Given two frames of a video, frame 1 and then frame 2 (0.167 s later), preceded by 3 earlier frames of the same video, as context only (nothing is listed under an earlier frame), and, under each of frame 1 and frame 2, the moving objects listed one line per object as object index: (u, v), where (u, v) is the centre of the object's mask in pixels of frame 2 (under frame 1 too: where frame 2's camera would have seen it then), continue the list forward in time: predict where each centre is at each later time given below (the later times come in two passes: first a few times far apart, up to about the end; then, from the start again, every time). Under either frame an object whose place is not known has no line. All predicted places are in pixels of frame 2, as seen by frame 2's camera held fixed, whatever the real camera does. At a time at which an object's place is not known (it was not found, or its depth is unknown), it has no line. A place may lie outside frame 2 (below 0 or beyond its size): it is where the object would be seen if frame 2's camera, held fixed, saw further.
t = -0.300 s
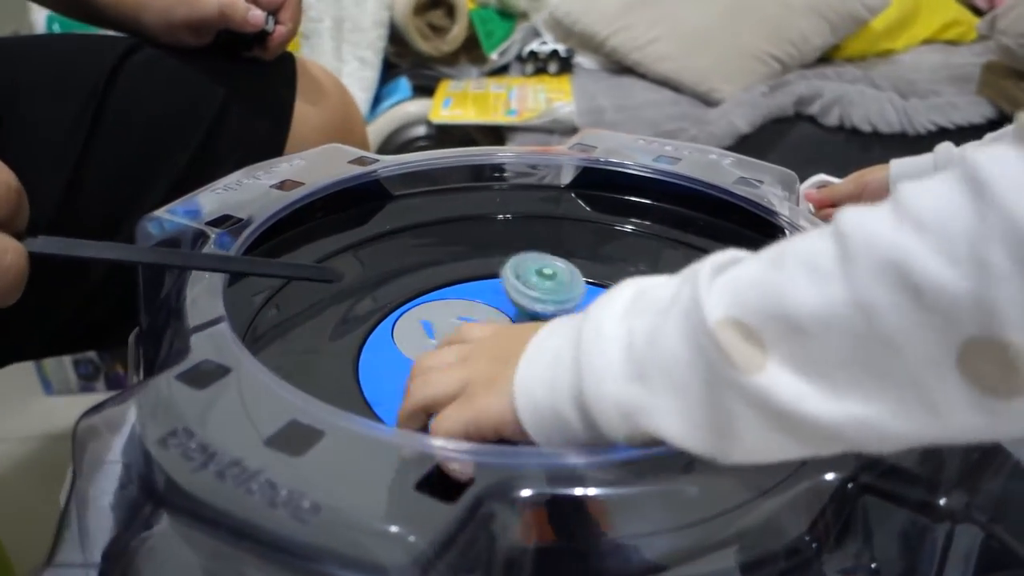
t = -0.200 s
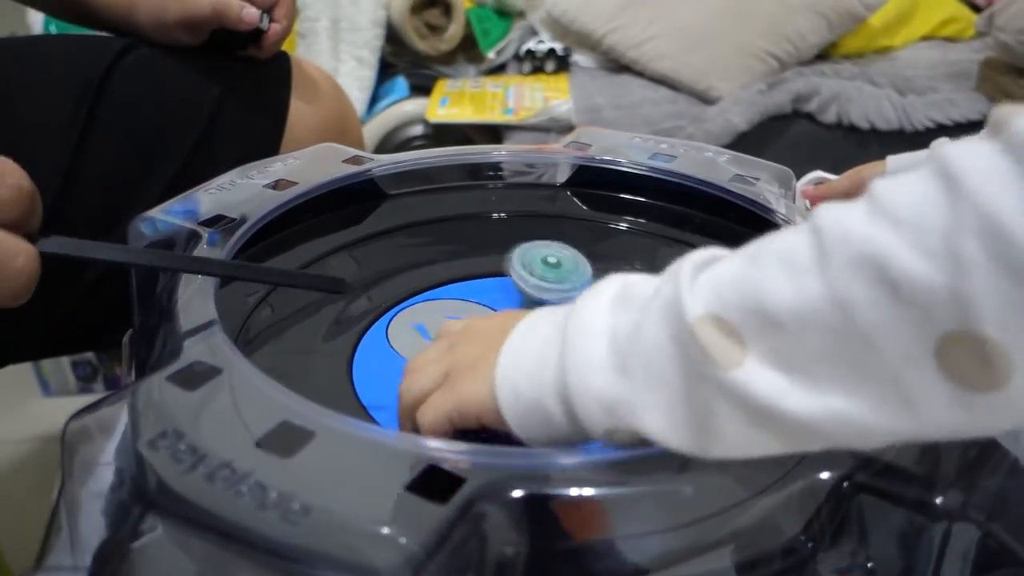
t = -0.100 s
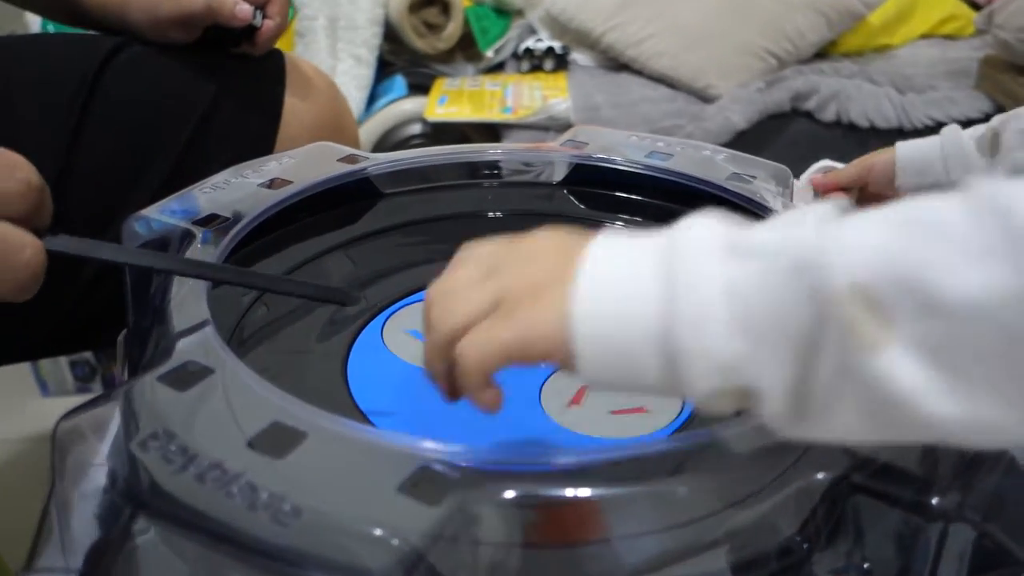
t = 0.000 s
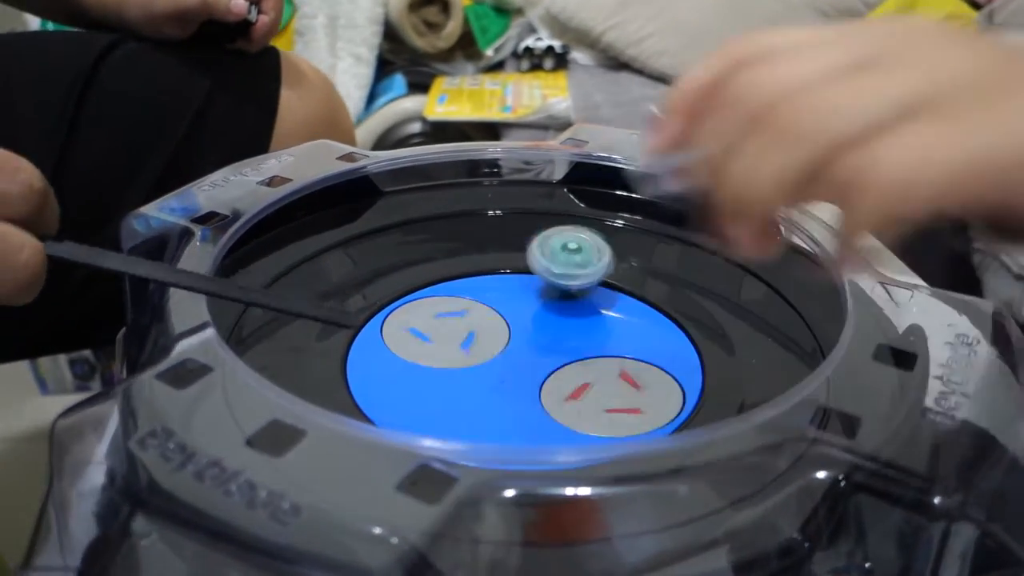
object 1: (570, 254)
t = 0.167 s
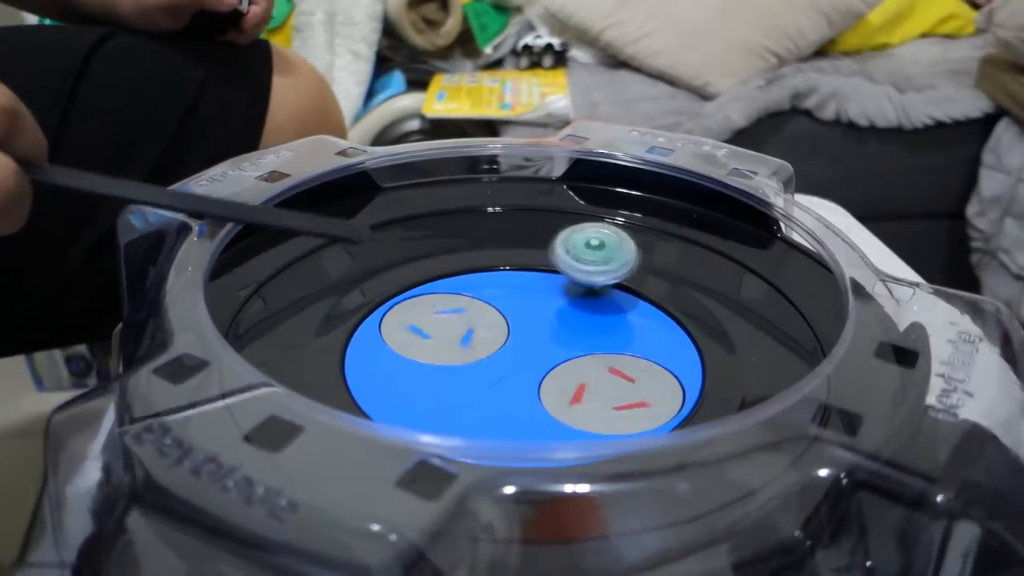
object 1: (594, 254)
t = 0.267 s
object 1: (608, 259)
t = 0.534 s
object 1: (634, 284)
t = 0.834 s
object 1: (627, 321)
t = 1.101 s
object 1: (637, 371)
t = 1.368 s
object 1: (533, 392)
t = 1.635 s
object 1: (485, 376)
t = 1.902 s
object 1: (468, 346)
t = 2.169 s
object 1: (486, 311)
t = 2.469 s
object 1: (530, 270)
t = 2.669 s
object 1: (556, 268)
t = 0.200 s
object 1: (599, 255)
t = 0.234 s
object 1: (604, 257)
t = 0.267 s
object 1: (608, 259)
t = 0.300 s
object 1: (612, 261)
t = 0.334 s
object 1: (616, 264)
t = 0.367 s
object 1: (619, 267)
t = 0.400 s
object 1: (623, 270)
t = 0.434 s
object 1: (626, 274)
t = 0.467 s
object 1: (630, 277)
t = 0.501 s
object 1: (633, 280)
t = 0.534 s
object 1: (634, 284)
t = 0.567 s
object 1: (636, 287)
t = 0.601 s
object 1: (638, 290)
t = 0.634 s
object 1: (639, 295)
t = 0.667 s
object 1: (638, 299)
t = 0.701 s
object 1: (639, 302)
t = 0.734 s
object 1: (636, 308)
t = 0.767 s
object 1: (634, 312)
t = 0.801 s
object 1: (630, 317)
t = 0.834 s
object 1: (627, 321)
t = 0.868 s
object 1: (626, 329)
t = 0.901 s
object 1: (628, 331)
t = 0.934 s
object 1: (633, 334)
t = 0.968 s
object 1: (637, 341)
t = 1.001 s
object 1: (642, 346)
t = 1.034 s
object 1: (644, 354)
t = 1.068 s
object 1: (643, 362)
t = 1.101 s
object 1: (637, 371)
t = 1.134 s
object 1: (626, 379)
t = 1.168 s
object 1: (610, 388)
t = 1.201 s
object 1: (590, 389)
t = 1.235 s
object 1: (572, 391)
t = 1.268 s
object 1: (560, 392)
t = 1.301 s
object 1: (549, 392)
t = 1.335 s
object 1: (540, 392)
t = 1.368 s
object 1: (533, 392)
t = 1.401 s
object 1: (528, 392)
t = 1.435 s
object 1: (521, 390)
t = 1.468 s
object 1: (512, 389)
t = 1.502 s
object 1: (506, 387)
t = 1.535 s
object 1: (502, 385)
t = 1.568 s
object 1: (495, 381)
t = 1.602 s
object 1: (490, 379)
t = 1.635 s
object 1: (485, 376)
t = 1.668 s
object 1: (481, 372)
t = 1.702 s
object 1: (478, 370)
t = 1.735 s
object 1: (475, 366)
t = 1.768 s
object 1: (472, 362)
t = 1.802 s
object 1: (470, 358)
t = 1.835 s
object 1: (467, 351)
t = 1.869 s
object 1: (468, 350)
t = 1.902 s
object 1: (468, 346)
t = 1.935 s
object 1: (469, 342)
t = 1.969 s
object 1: (470, 337)
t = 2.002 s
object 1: (471, 333)
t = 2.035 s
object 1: (472, 330)
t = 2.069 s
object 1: (476, 326)
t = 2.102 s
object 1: (476, 319)
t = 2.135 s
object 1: (480, 314)
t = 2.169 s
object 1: (486, 311)
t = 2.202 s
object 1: (493, 303)
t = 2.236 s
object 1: (505, 296)
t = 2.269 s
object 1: (511, 288)
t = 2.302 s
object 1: (512, 282)
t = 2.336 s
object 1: (515, 277)
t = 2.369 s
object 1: (519, 276)
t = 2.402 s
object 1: (522, 272)
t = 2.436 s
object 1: (525, 270)
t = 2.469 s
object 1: (530, 270)
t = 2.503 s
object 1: (534, 268)
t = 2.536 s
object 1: (537, 267)
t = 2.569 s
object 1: (543, 268)
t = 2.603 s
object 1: (547, 267)
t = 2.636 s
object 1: (550, 267)
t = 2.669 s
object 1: (556, 268)
